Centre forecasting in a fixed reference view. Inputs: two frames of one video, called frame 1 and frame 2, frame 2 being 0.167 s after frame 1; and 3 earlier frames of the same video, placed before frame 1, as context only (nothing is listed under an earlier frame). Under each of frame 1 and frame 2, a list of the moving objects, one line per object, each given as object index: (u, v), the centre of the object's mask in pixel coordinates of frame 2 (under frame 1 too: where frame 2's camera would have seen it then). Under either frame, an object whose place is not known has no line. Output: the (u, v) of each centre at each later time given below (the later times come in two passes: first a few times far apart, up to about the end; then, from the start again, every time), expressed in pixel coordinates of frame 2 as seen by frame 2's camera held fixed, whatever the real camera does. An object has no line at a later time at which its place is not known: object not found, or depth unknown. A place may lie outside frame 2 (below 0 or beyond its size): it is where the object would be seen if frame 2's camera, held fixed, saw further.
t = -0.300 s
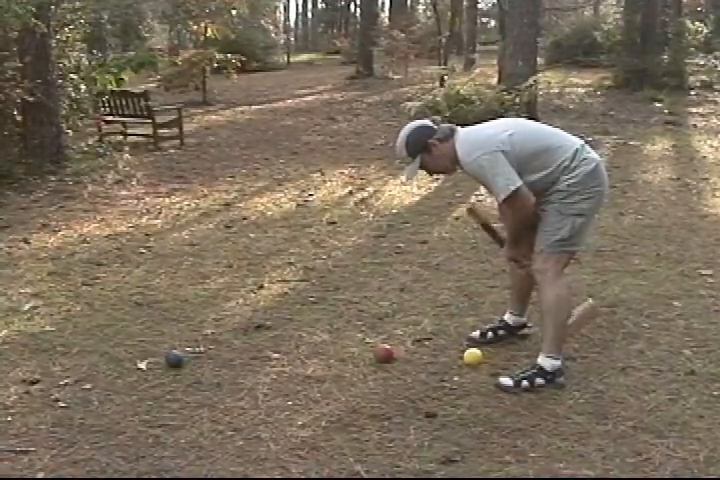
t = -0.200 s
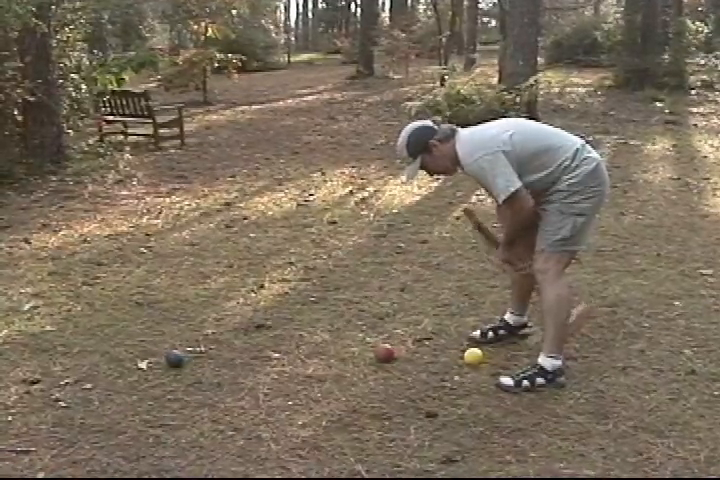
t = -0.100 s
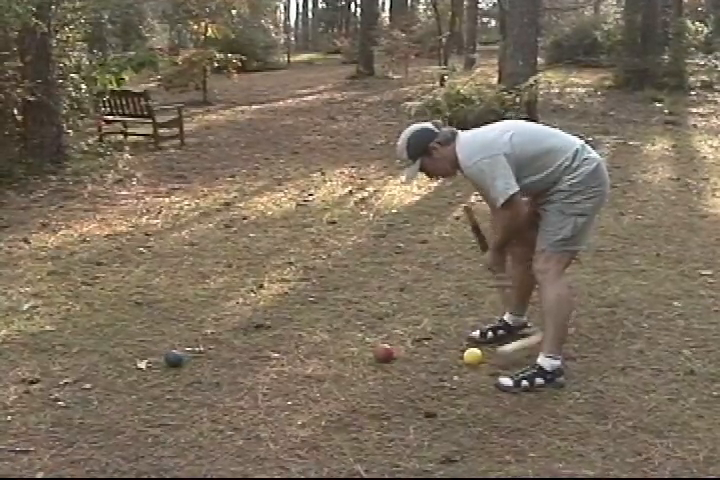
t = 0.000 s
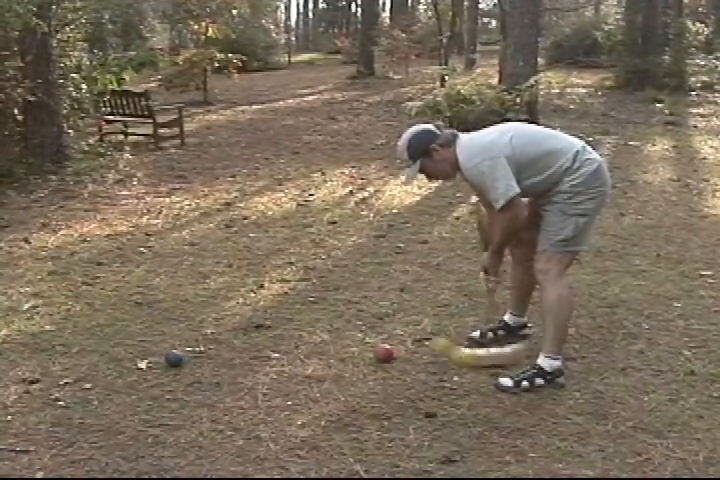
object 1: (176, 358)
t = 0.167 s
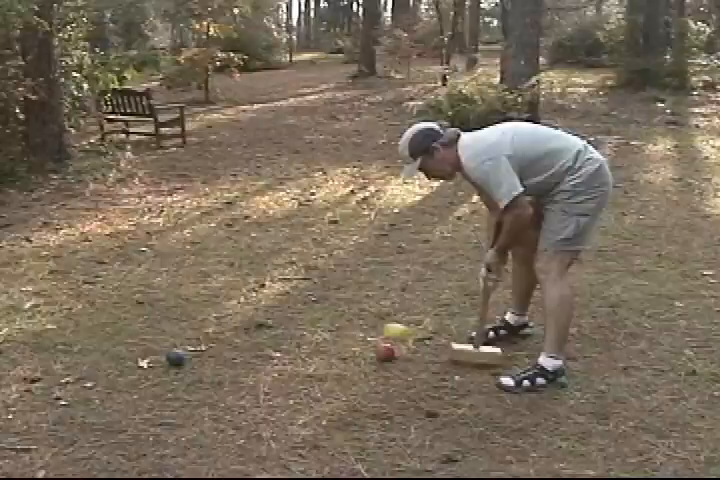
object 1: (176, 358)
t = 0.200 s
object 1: (176, 358)
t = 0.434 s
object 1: (175, 358)
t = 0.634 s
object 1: (175, 357)
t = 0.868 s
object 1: (160, 359)
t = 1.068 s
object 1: (121, 363)
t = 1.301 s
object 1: (82, 374)
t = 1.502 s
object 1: (53, 376)
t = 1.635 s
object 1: (36, 377)
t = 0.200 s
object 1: (176, 358)
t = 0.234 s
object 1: (176, 358)
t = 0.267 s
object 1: (176, 358)
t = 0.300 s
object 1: (175, 358)
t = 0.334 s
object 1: (176, 358)
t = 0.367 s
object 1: (176, 358)
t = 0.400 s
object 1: (175, 358)
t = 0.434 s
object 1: (175, 358)
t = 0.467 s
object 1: (175, 358)
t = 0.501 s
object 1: (175, 358)
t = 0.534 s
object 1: (175, 358)
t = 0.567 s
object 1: (175, 358)
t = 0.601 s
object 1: (175, 358)
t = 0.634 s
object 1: (175, 357)
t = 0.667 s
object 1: (175, 357)
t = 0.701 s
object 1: (175, 358)
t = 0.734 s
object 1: (175, 358)
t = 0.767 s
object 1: (172, 359)
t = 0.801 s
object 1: (171, 359)
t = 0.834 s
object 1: (164, 359)
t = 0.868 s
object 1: (160, 359)
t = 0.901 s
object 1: (148, 360)
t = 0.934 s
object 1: (141, 360)
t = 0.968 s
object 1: (133, 362)
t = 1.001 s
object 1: (132, 362)
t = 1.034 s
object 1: (126, 365)
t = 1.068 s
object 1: (121, 363)
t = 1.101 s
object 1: (112, 367)
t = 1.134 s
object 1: (110, 367)
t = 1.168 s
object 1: (102, 369)
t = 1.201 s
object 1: (99, 369)
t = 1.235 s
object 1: (92, 372)
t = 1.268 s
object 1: (90, 372)
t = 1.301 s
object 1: (82, 374)
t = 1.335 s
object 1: (82, 374)
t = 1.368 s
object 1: (73, 376)
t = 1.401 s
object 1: (69, 376)
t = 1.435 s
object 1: (64, 376)
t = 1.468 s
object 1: (59, 376)
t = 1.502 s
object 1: (53, 376)
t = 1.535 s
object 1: (50, 378)
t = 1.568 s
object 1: (45, 377)
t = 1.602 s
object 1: (44, 377)
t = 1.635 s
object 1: (36, 377)
